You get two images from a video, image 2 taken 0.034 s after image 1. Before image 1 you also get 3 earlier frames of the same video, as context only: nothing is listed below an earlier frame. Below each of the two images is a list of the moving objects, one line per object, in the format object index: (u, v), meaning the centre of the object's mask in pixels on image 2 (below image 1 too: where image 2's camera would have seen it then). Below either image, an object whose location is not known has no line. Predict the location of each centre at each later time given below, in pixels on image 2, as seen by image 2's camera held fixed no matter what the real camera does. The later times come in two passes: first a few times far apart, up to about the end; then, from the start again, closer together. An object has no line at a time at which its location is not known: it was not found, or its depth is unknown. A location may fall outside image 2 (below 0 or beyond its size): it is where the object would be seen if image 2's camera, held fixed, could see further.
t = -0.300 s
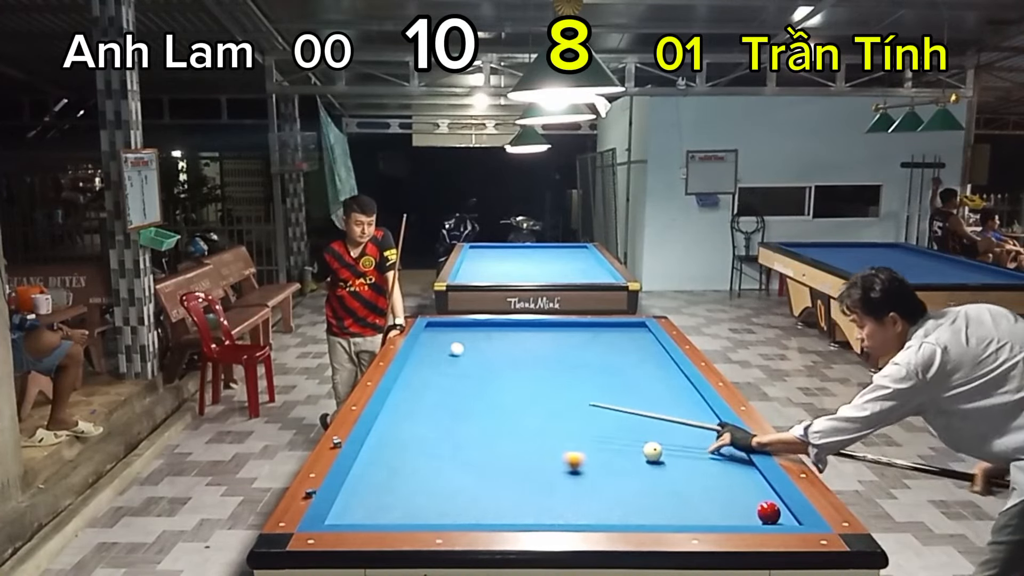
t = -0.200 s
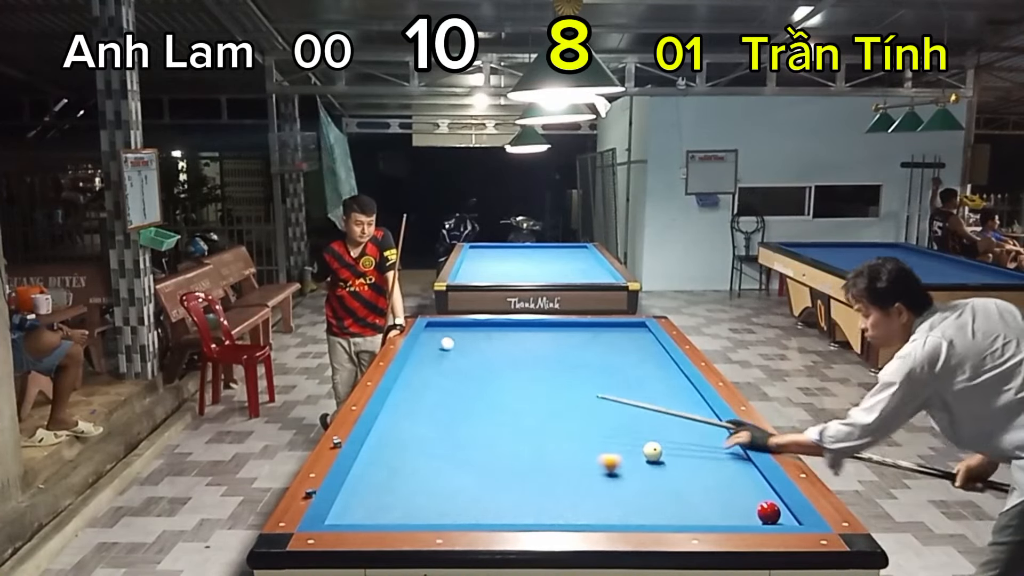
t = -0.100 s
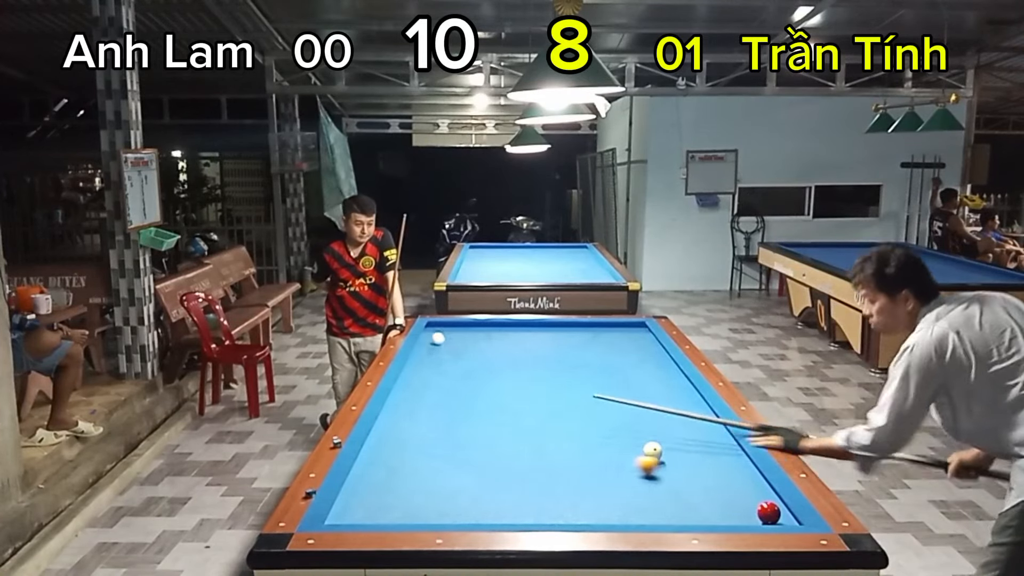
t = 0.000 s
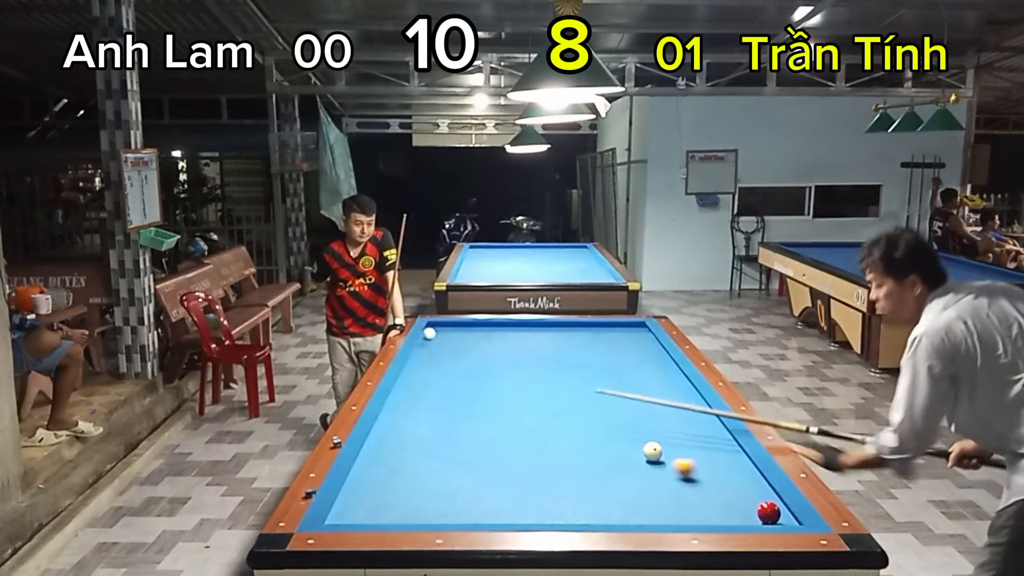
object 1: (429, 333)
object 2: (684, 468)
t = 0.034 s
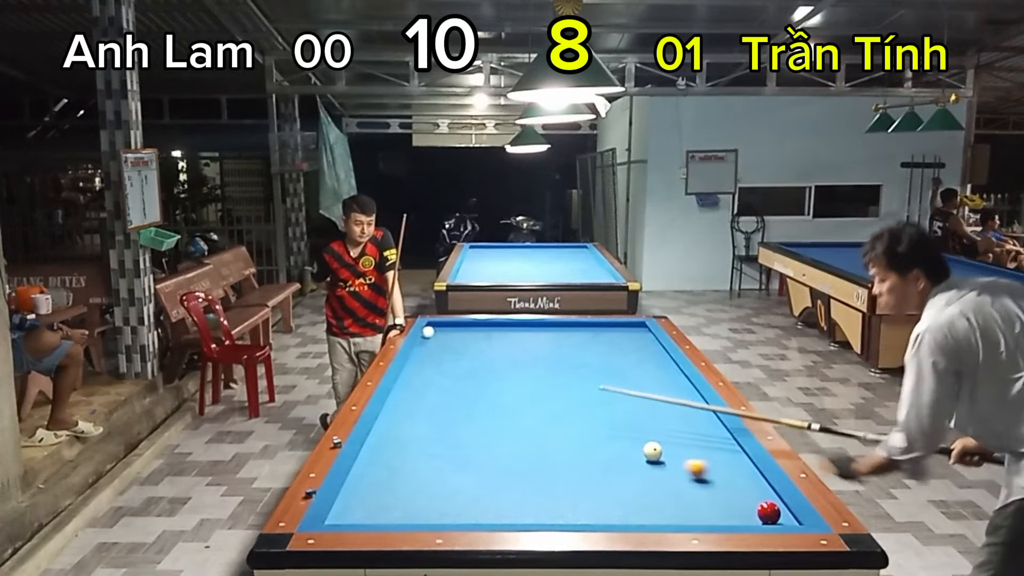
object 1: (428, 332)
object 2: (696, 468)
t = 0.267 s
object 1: (444, 324)
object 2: (731, 472)
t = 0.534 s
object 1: (455, 328)
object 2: (679, 472)
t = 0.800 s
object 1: (466, 333)
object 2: (630, 473)
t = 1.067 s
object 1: (478, 339)
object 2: (582, 473)
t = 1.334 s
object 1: (491, 345)
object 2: (534, 473)
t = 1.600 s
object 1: (503, 351)
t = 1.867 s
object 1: (516, 357)
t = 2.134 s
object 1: (530, 364)
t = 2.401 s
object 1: (545, 370)
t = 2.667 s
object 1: (559, 377)
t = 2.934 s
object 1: (575, 384)
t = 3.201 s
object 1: (591, 392)
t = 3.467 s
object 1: (608, 400)
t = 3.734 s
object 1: (626, 408)
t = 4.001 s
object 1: (644, 416)
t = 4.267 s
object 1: (663, 425)
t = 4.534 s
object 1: (682, 434)
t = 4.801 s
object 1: (702, 444)
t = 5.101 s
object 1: (725, 454)
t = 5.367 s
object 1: (745, 464)
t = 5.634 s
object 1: (743, 471)
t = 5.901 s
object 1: (741, 479)
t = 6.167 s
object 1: (739, 486)
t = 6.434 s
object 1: (738, 493)
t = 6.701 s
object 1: (736, 501)
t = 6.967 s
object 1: (733, 508)
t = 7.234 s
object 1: (731, 514)
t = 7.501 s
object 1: (729, 517)
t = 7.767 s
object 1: (724, 517)
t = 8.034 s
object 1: (719, 515)
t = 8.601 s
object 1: (710, 512)
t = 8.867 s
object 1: (707, 511)
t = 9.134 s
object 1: (704, 510)
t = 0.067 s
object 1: (430, 331)
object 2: (709, 469)
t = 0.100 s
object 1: (433, 330)
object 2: (722, 470)
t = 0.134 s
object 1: (435, 329)
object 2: (734, 470)
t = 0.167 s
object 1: (437, 327)
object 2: (747, 471)
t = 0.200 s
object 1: (440, 326)
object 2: (748, 472)
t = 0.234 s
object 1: (442, 325)
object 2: (739, 472)
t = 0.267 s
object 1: (444, 324)
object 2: (731, 472)
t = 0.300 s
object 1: (445, 323)
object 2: (723, 472)
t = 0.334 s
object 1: (447, 324)
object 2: (717, 472)
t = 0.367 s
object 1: (448, 325)
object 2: (710, 472)
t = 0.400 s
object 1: (450, 326)
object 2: (704, 472)
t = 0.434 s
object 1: (451, 326)
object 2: (698, 472)
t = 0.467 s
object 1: (452, 327)
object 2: (691, 472)
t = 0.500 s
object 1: (454, 328)
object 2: (685, 472)
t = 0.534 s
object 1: (455, 328)
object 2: (679, 472)
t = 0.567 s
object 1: (456, 329)
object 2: (673, 472)
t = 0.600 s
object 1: (458, 330)
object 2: (667, 472)
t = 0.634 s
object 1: (459, 330)
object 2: (660, 472)
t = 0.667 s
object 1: (460, 331)
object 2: (655, 472)
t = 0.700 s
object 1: (462, 331)
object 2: (648, 472)
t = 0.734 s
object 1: (464, 332)
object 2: (642, 472)
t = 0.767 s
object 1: (465, 333)
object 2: (636, 472)
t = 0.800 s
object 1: (466, 333)
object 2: (630, 473)
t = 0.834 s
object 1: (468, 334)
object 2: (623, 473)
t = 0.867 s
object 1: (469, 335)
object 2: (618, 473)
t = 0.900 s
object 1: (471, 335)
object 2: (611, 473)
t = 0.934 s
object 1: (472, 336)
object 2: (606, 473)
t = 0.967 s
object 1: (474, 337)
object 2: (599, 472)
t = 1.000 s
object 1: (475, 337)
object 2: (593, 473)
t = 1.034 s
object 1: (477, 338)
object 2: (587, 473)
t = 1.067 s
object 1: (478, 339)
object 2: (582, 473)
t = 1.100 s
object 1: (480, 340)
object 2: (575, 473)
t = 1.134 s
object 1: (481, 340)
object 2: (570, 473)
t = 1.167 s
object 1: (483, 341)
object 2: (564, 473)
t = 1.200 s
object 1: (484, 342)
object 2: (558, 473)
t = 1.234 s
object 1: (486, 342)
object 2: (551, 473)
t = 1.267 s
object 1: (487, 343)
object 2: (546, 473)
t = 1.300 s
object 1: (489, 344)
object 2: (540, 473)
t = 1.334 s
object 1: (491, 345)
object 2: (534, 473)
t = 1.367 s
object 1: (492, 345)
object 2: (528, 473)
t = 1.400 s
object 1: (494, 346)
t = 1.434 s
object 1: (495, 347)
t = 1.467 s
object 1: (496, 348)
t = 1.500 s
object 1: (498, 349)
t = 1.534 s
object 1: (500, 349)
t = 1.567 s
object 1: (501, 350)
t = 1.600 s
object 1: (503, 351)
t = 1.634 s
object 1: (505, 352)
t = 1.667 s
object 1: (506, 352)
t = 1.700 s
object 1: (508, 353)
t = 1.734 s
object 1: (509, 354)
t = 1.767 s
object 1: (511, 355)
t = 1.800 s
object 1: (513, 355)
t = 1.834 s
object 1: (514, 356)
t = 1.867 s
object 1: (516, 357)
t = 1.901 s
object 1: (518, 358)
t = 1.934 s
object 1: (520, 359)
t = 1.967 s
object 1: (521, 359)
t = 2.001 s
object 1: (523, 360)
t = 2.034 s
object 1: (525, 361)
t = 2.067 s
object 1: (527, 362)
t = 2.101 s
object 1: (528, 363)
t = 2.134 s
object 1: (530, 364)
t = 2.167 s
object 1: (532, 364)
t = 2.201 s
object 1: (534, 365)
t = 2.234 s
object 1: (535, 366)
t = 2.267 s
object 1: (537, 367)
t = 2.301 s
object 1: (539, 368)
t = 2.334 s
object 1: (541, 369)
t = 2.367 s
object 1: (543, 369)
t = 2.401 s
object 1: (545, 370)
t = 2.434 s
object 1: (546, 371)
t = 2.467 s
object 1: (548, 372)
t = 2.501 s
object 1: (550, 373)
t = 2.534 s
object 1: (552, 374)
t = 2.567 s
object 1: (554, 375)
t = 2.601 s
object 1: (556, 375)
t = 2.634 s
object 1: (558, 376)
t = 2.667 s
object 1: (559, 377)
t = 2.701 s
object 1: (561, 378)
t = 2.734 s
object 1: (563, 379)
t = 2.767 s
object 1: (565, 380)
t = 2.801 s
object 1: (567, 380)
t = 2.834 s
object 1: (569, 381)
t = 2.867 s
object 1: (571, 383)
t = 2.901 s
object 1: (573, 383)
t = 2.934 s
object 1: (575, 384)
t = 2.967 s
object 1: (577, 385)
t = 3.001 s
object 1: (579, 386)
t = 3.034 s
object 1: (581, 387)
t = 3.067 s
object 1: (583, 388)
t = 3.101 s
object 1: (585, 389)
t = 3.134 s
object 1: (587, 390)
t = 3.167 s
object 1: (589, 391)
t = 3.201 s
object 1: (591, 392)
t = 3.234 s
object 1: (593, 393)
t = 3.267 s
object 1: (595, 394)
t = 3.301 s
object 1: (597, 395)
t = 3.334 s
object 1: (599, 396)
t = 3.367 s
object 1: (602, 397)
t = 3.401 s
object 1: (604, 398)
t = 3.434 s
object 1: (606, 399)
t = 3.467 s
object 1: (608, 400)
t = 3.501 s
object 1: (610, 401)
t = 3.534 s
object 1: (612, 402)
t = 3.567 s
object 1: (615, 403)
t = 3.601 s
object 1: (617, 404)
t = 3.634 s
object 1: (619, 405)
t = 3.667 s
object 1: (621, 406)
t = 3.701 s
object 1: (623, 407)
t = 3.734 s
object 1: (626, 408)
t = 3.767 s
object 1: (628, 409)
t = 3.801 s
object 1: (630, 410)
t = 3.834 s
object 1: (632, 411)
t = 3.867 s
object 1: (635, 412)
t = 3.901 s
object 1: (637, 413)
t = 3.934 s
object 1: (639, 414)
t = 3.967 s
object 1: (642, 415)
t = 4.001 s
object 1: (644, 416)
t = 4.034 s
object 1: (646, 417)
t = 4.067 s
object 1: (648, 418)
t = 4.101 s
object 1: (651, 419)
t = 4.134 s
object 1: (653, 421)
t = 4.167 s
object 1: (656, 422)
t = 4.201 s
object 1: (658, 423)
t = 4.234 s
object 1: (660, 424)
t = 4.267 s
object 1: (663, 425)
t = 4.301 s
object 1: (665, 426)
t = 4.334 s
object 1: (668, 427)
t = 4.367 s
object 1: (670, 429)
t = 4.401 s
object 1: (673, 430)
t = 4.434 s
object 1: (675, 431)
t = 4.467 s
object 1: (677, 432)
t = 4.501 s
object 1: (680, 433)
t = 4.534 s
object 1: (682, 434)
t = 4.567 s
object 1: (685, 435)
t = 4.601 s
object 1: (687, 437)
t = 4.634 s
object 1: (690, 438)
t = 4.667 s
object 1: (692, 439)
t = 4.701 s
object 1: (695, 440)
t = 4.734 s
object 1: (697, 441)
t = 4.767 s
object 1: (700, 442)
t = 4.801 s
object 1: (702, 444)
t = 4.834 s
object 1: (704, 445)
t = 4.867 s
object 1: (707, 446)
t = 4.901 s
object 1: (710, 447)
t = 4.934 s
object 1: (712, 448)
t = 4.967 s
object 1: (715, 449)
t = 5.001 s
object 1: (717, 451)
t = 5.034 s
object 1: (720, 452)
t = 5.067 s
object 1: (722, 453)
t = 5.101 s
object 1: (725, 454)
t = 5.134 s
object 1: (728, 456)
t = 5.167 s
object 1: (730, 457)
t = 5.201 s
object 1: (733, 458)
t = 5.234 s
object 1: (735, 459)
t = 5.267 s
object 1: (738, 460)
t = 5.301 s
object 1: (741, 462)
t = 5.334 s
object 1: (743, 463)
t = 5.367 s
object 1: (745, 464)
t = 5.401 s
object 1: (745, 465)
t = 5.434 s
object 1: (745, 466)
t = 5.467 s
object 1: (744, 467)
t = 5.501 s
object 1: (744, 468)
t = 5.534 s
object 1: (744, 469)
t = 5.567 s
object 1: (744, 470)
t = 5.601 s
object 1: (743, 471)
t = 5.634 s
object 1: (743, 471)
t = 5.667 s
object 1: (743, 472)
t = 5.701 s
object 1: (743, 473)
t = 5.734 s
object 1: (742, 474)
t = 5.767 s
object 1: (742, 475)
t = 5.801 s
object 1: (742, 476)
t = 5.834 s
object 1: (742, 477)
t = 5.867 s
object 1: (742, 478)
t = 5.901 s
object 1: (741, 479)
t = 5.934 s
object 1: (741, 480)
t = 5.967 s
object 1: (740, 481)
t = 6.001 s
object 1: (740, 481)
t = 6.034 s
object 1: (740, 482)
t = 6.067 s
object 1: (740, 483)
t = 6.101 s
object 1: (740, 484)
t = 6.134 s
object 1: (740, 485)
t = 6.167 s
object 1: (739, 486)
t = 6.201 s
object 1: (739, 487)
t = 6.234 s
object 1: (739, 488)
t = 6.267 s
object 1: (739, 489)
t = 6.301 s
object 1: (739, 490)
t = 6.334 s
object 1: (738, 491)
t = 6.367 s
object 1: (738, 491)
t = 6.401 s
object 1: (738, 493)
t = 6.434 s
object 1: (738, 493)
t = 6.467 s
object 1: (738, 494)
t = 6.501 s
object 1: (737, 495)
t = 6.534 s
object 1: (737, 496)
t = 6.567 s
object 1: (737, 497)
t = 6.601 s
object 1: (737, 498)
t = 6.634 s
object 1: (736, 499)
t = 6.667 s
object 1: (736, 500)
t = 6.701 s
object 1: (736, 501)
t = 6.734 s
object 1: (736, 502)
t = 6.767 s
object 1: (735, 502)
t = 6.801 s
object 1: (735, 503)
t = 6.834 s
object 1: (735, 504)
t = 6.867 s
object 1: (735, 505)
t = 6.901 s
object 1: (734, 506)
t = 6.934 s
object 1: (734, 507)
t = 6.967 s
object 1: (733, 508)
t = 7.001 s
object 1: (733, 508)
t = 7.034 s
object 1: (733, 509)
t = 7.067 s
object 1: (733, 510)
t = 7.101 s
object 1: (732, 511)
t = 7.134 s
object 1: (732, 511)
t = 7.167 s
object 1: (732, 512)
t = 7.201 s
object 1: (731, 513)
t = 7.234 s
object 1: (731, 514)
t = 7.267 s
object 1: (731, 514)
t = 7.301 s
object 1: (731, 514)
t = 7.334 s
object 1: (730, 515)
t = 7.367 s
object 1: (730, 515)
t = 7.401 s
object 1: (730, 516)
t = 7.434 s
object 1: (729, 516)
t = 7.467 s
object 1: (729, 517)
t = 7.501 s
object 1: (729, 517)
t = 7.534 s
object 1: (729, 518)
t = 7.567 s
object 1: (728, 518)
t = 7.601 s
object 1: (728, 518)
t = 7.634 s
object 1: (727, 518)
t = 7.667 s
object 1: (726, 517)
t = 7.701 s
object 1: (726, 517)
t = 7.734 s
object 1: (725, 517)
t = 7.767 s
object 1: (724, 517)
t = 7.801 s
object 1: (723, 516)
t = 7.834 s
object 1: (723, 516)
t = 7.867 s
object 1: (722, 516)
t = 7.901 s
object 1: (722, 516)
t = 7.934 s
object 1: (721, 516)
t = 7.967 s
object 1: (720, 515)
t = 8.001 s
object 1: (720, 515)
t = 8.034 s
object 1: (719, 515)
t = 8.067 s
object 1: (719, 514)
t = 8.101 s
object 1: (718, 514)
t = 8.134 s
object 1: (717, 514)
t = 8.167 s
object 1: (721, 510)
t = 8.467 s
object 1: (705, 511)
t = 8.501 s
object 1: (711, 512)
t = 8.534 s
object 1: (711, 512)
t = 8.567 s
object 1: (711, 512)
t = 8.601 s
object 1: (710, 512)
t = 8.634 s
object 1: (710, 511)
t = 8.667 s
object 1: (709, 511)
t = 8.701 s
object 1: (709, 510)
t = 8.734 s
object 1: (708, 511)
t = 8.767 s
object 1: (708, 511)
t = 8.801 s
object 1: (708, 511)
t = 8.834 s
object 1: (707, 511)
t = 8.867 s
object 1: (707, 511)
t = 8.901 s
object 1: (707, 511)
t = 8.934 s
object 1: (706, 510)
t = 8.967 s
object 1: (706, 510)
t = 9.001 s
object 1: (705, 510)
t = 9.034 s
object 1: (705, 510)
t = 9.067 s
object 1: (705, 510)
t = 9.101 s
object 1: (704, 510)
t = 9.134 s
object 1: (704, 510)
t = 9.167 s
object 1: (704, 509)
